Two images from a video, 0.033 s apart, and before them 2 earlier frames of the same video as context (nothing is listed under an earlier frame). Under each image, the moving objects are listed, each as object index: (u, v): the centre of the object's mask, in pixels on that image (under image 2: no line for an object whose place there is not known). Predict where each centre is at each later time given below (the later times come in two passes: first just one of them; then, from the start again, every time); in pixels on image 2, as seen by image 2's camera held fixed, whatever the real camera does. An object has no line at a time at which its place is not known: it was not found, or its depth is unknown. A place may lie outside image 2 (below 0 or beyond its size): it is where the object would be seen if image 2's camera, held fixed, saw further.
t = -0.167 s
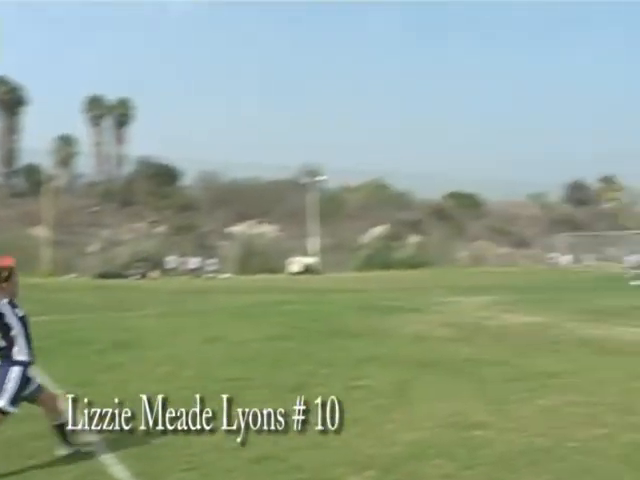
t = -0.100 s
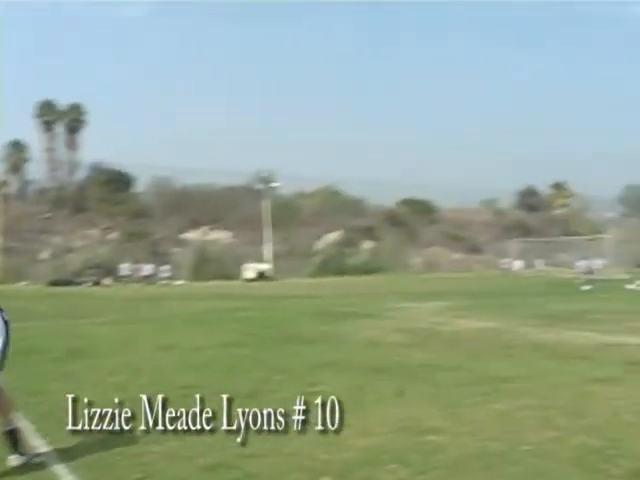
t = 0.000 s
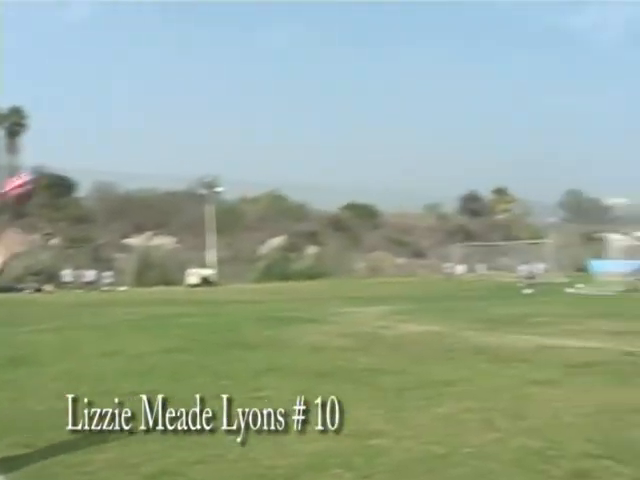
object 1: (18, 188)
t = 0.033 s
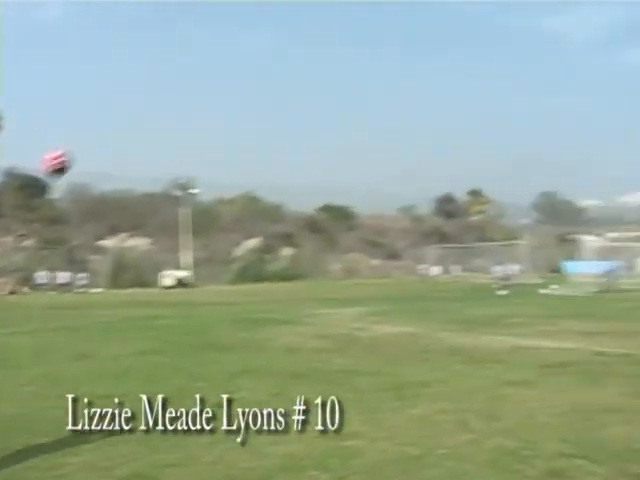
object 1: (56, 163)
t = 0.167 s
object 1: (236, 100)
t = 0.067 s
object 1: (109, 143)
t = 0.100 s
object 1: (156, 126)
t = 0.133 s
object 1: (199, 112)
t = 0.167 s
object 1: (236, 100)
